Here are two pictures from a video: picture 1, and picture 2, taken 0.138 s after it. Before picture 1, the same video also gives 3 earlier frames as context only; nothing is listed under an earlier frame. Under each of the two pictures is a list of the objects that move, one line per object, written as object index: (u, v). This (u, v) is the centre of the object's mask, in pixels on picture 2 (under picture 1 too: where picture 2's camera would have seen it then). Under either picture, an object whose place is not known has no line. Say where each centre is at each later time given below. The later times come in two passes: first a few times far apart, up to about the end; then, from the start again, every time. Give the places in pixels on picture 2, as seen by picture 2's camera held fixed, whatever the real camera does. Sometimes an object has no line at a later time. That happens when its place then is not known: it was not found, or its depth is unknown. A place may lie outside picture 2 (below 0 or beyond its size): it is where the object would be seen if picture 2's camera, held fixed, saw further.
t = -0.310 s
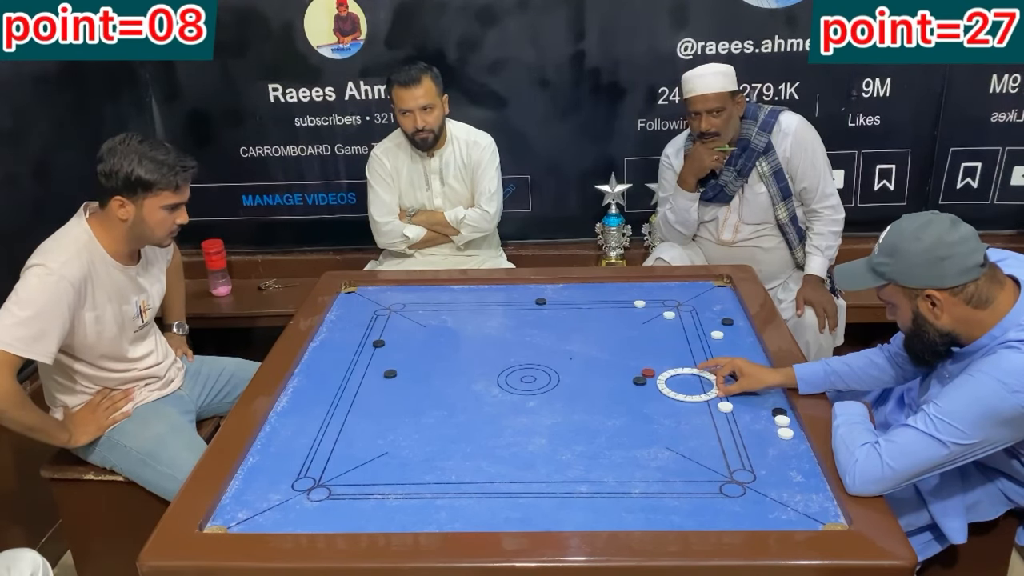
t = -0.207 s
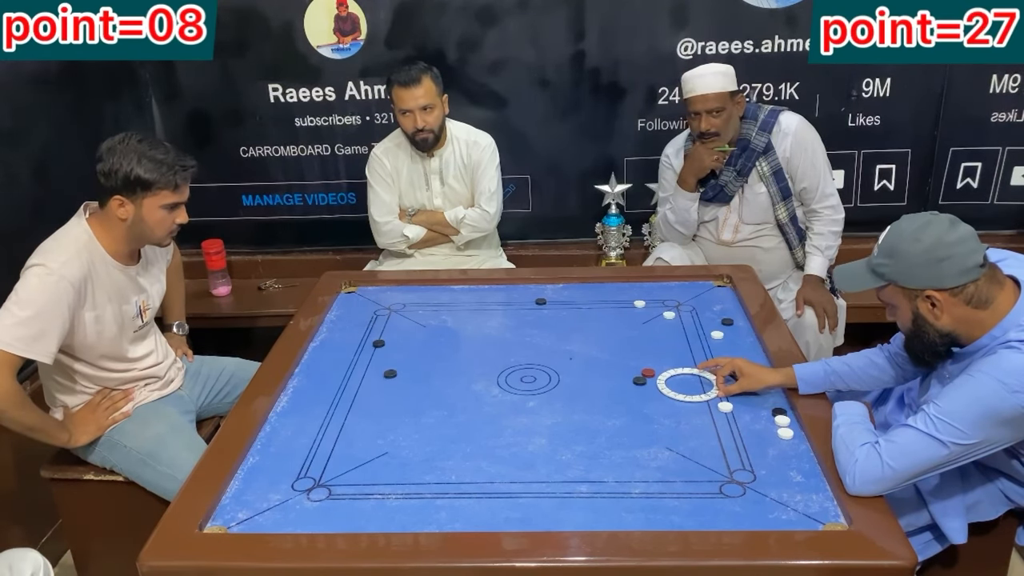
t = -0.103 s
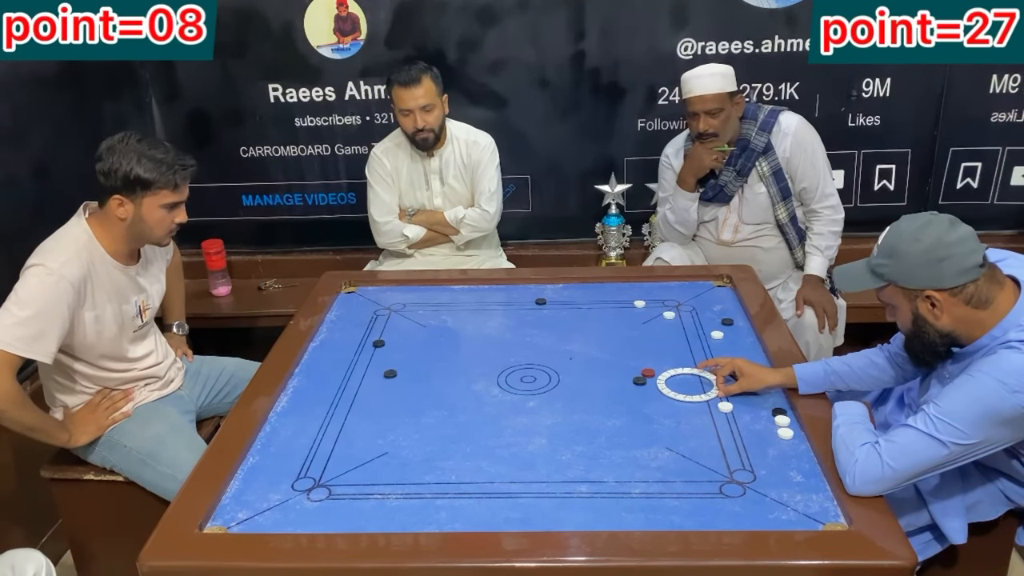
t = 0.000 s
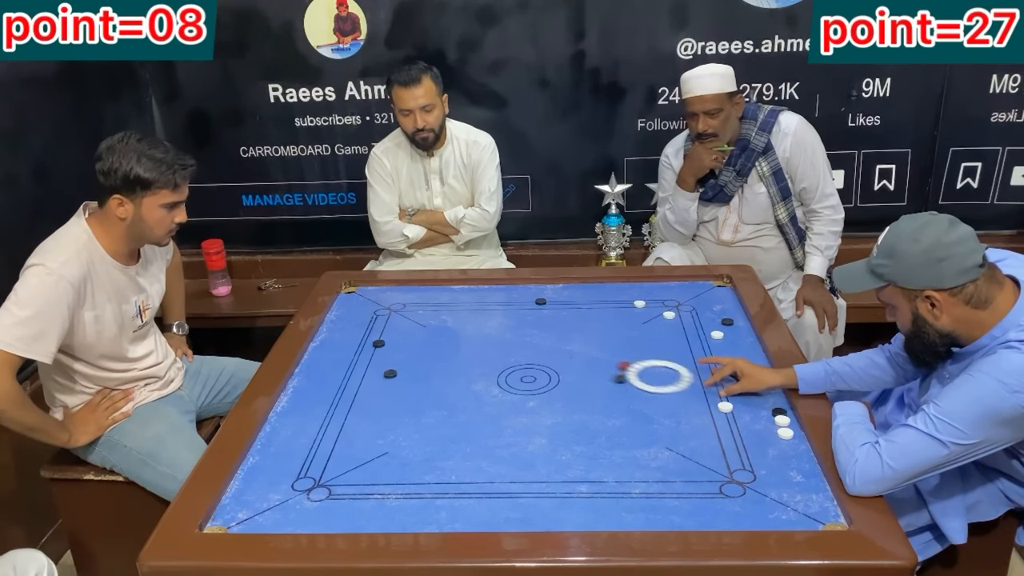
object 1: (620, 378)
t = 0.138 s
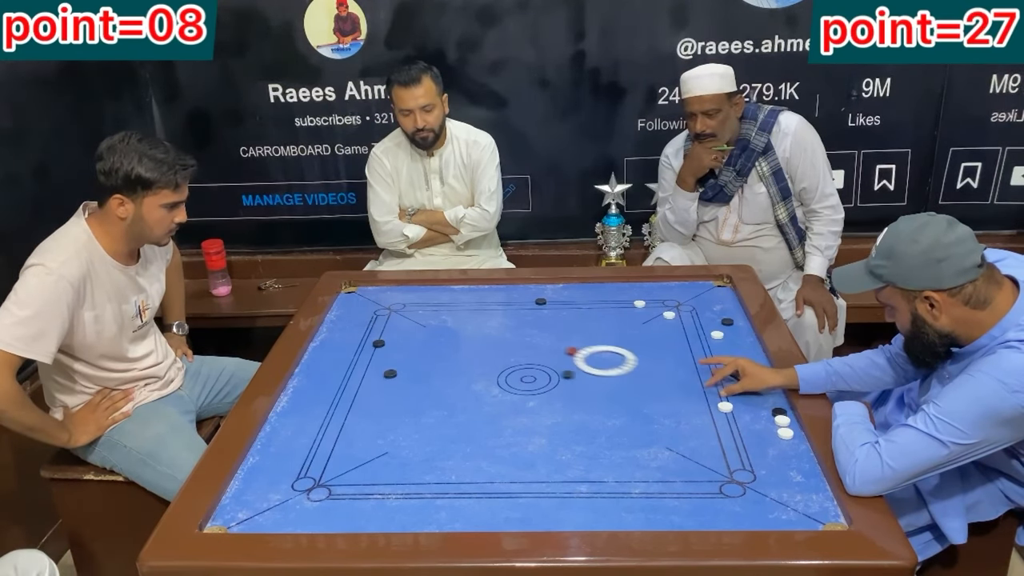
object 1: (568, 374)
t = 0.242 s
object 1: (530, 371)
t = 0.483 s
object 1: (447, 364)
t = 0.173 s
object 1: (554, 372)
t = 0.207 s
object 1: (542, 371)
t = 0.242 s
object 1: (530, 371)
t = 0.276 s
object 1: (518, 370)
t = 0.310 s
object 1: (505, 368)
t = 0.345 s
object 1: (493, 367)
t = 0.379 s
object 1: (481, 366)
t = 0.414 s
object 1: (470, 365)
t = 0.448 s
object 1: (458, 365)
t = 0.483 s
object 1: (447, 364)
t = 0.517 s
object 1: (435, 362)
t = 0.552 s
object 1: (424, 362)
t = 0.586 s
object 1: (414, 361)
